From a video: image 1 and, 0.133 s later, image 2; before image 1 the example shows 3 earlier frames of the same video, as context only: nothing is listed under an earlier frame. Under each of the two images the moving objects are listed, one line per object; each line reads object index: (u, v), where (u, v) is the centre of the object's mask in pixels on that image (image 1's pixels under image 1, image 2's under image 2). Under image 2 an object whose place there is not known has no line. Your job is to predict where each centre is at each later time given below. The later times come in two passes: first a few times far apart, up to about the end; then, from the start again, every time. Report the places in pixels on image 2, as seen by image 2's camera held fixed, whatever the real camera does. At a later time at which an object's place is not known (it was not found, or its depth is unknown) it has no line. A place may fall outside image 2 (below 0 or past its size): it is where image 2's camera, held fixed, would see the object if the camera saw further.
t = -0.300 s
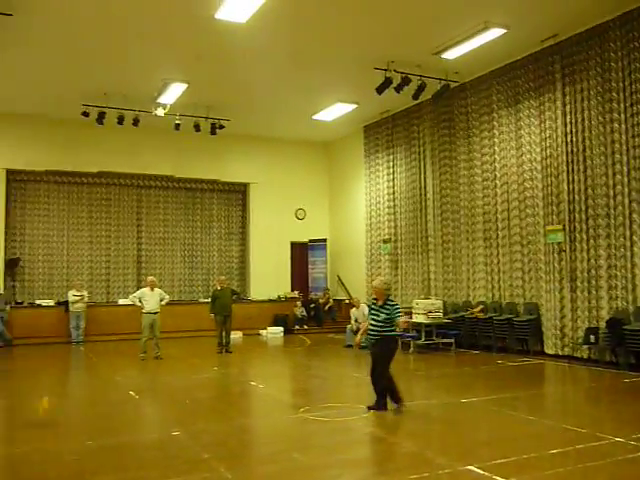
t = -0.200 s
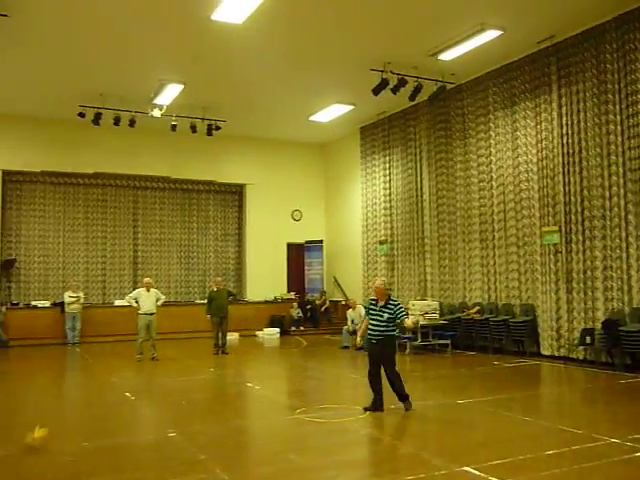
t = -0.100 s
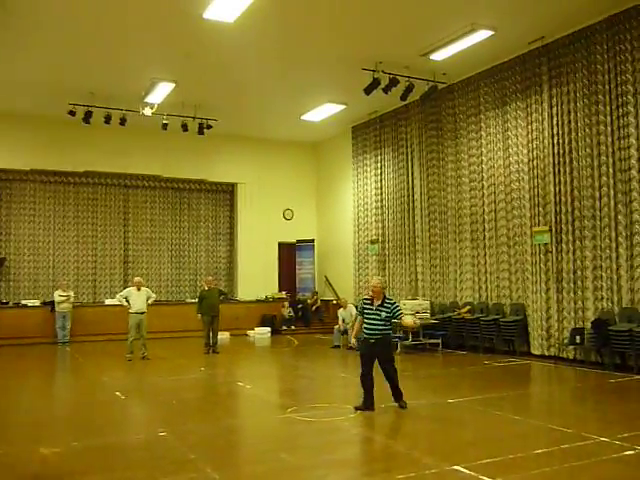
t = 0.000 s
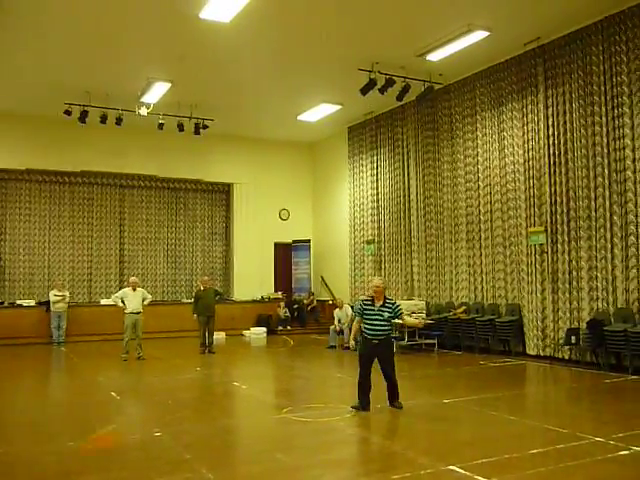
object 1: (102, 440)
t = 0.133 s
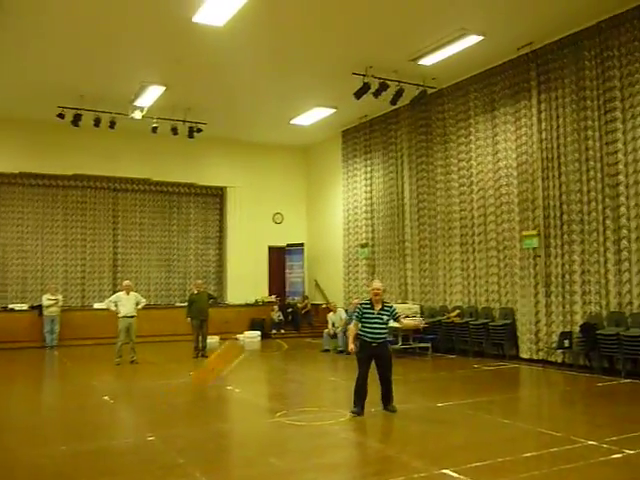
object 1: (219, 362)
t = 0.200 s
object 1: (276, 311)
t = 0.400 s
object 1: (445, 150)
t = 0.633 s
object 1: (526, 33)
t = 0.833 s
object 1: (523, -7)
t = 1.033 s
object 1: (488, -23)
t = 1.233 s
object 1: (449, -27)
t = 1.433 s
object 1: (413, -26)
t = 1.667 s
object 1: (390, -10)
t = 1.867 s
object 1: (389, 15)
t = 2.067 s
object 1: (405, 59)
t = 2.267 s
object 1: (439, 111)
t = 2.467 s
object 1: (488, 164)
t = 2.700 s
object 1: (547, 232)
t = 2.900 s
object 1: (594, 292)
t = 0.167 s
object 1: (251, 332)
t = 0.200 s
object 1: (276, 311)
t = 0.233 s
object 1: (304, 285)
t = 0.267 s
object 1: (340, 254)
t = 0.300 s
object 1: (370, 226)
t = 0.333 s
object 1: (396, 200)
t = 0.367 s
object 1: (423, 174)
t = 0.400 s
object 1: (445, 150)
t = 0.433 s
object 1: (465, 127)
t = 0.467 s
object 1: (482, 107)
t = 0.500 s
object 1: (495, 89)
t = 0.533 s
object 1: (507, 71)
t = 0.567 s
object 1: (515, 57)
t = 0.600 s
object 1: (521, 44)
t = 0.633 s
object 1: (526, 33)
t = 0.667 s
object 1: (529, 24)
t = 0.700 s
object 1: (531, 13)
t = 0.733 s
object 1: (531, 3)
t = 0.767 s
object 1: (529, -3)
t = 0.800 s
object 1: (527, -5)
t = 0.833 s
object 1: (523, -7)
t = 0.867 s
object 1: (518, -12)
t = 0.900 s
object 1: (513, -17)
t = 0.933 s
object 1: (508, -19)
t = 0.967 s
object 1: (502, -18)
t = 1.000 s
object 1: (494, -20)
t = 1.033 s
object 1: (488, -23)
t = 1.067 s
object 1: (483, -26)
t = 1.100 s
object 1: (475, -23)
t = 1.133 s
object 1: (467, -23)
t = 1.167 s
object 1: (462, -25)
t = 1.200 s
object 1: (455, -26)
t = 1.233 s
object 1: (449, -27)
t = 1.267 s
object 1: (442, -28)
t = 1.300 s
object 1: (436, -29)
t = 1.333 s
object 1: (430, -29)
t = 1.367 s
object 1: (424, -28)
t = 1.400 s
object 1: (418, -27)
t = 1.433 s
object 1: (413, -26)
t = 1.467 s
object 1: (408, -24)
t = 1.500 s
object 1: (404, -23)
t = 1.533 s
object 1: (401, -21)
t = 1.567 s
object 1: (397, -19)
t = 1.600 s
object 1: (395, -17)
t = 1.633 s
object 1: (392, -14)
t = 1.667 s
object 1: (390, -10)
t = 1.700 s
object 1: (388, -7)
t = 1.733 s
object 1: (387, -4)
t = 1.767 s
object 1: (387, 0)
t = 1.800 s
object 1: (387, 4)
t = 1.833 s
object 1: (388, 10)
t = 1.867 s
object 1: (389, 15)
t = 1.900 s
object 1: (390, 21)
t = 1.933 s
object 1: (393, 28)
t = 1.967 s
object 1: (396, 35)
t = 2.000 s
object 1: (398, 42)
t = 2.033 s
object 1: (401, 50)
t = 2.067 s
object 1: (405, 59)
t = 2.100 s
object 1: (410, 67)
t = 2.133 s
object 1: (415, 76)
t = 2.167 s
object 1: (420, 85)
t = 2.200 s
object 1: (426, 94)
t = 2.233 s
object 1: (432, 103)
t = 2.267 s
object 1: (439, 111)
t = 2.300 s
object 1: (446, 120)
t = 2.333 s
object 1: (453, 129)
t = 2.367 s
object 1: (459, 135)
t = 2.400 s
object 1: (470, 146)
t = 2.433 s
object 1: (479, 156)
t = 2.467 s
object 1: (488, 164)
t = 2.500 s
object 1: (497, 173)
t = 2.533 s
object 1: (504, 182)
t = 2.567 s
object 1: (512, 192)
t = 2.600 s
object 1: (523, 202)
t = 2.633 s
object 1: (532, 212)
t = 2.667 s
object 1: (539, 221)
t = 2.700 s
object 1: (547, 232)
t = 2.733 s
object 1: (556, 241)
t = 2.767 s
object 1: (568, 255)
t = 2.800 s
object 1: (572, 261)
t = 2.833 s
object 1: (579, 273)
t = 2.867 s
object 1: (589, 283)
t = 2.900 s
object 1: (594, 292)
